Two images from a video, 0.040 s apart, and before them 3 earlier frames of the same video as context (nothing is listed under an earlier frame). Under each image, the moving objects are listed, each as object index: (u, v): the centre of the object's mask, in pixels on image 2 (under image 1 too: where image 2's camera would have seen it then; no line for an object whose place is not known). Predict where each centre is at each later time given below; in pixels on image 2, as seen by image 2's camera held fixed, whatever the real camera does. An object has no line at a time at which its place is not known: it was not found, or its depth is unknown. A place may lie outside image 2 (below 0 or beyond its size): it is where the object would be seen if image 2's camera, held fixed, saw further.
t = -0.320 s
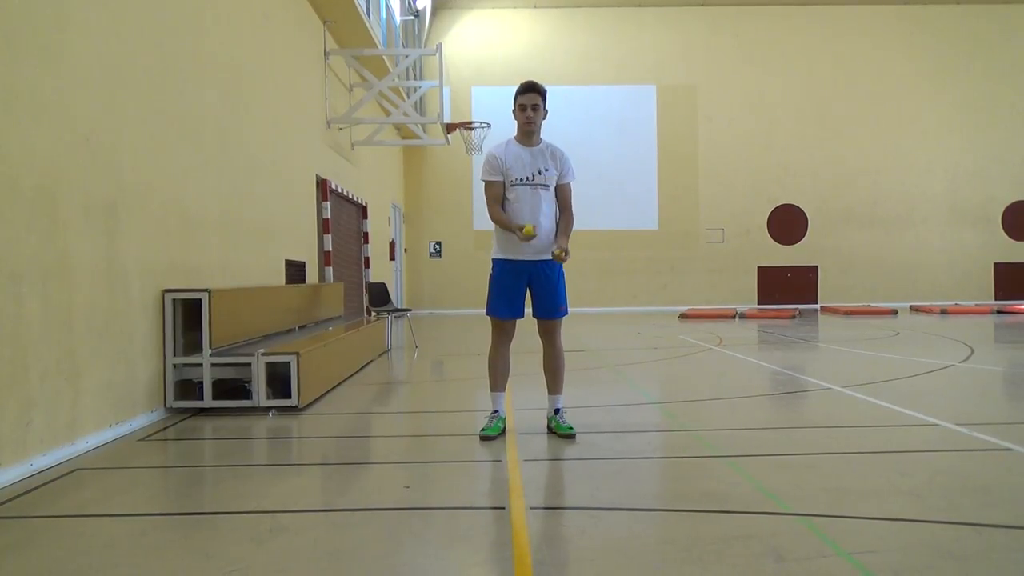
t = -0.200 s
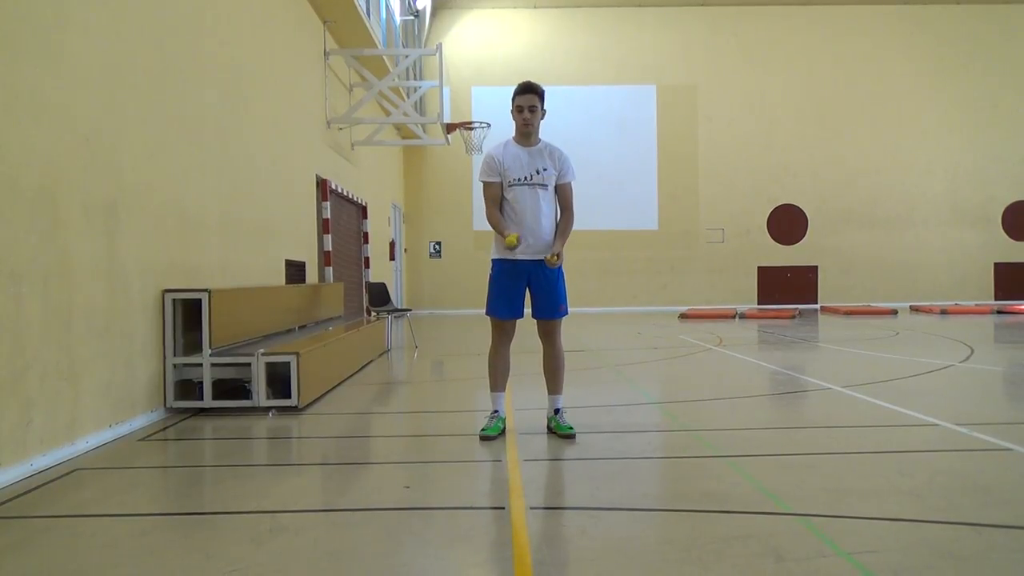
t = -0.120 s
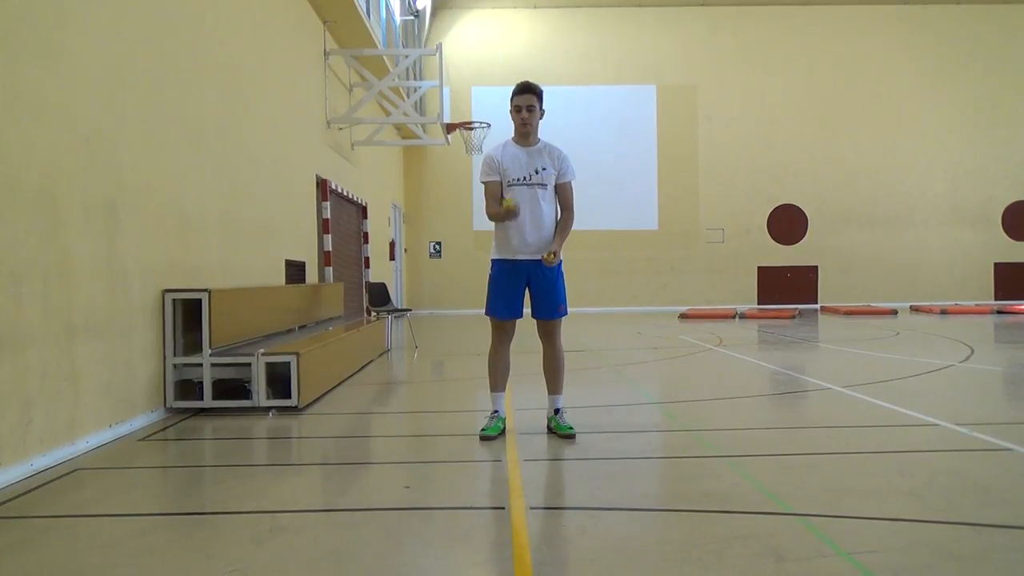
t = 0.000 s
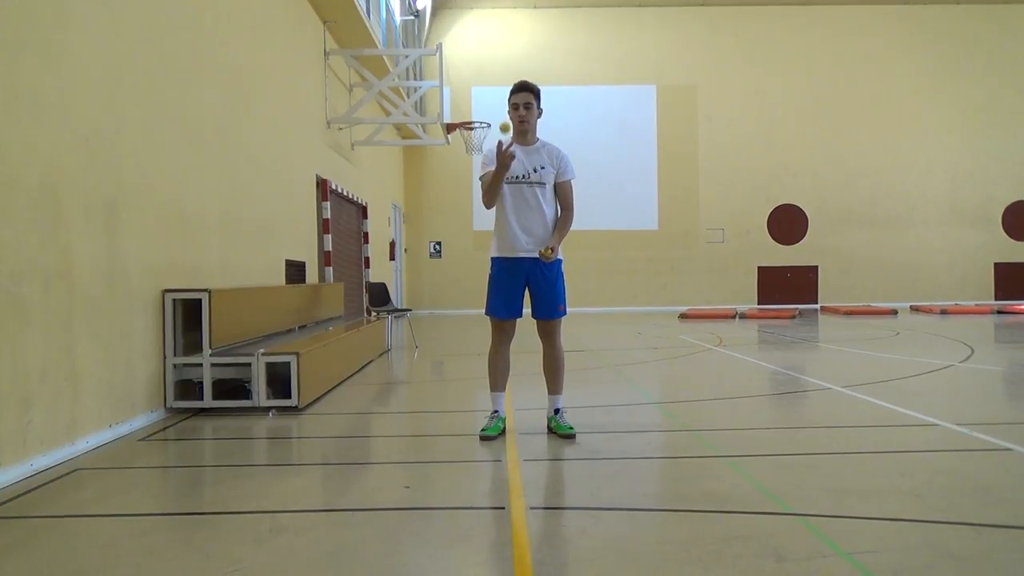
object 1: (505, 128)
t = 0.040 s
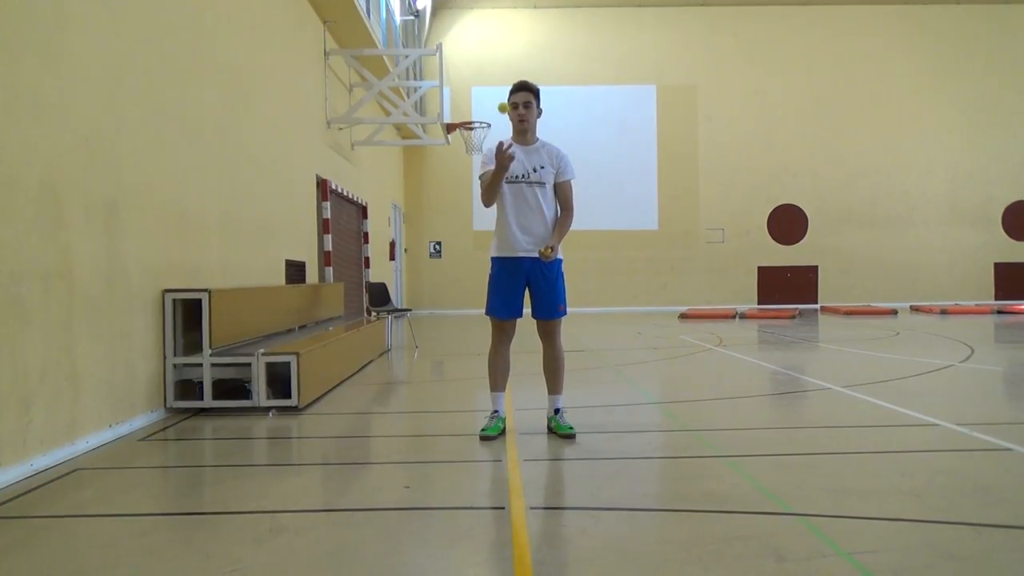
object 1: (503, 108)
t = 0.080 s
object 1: (501, 90)
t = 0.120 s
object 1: (500, 77)
